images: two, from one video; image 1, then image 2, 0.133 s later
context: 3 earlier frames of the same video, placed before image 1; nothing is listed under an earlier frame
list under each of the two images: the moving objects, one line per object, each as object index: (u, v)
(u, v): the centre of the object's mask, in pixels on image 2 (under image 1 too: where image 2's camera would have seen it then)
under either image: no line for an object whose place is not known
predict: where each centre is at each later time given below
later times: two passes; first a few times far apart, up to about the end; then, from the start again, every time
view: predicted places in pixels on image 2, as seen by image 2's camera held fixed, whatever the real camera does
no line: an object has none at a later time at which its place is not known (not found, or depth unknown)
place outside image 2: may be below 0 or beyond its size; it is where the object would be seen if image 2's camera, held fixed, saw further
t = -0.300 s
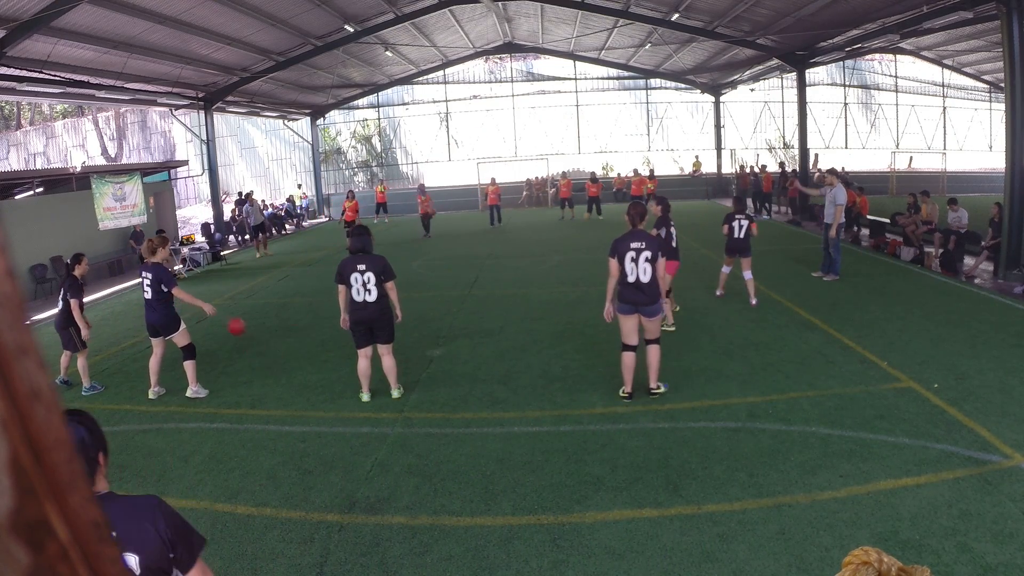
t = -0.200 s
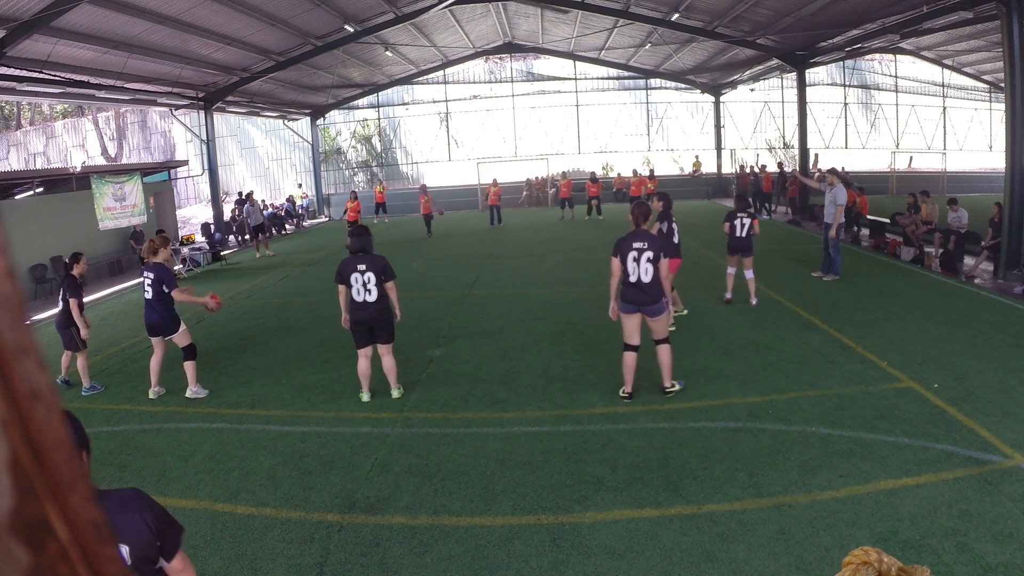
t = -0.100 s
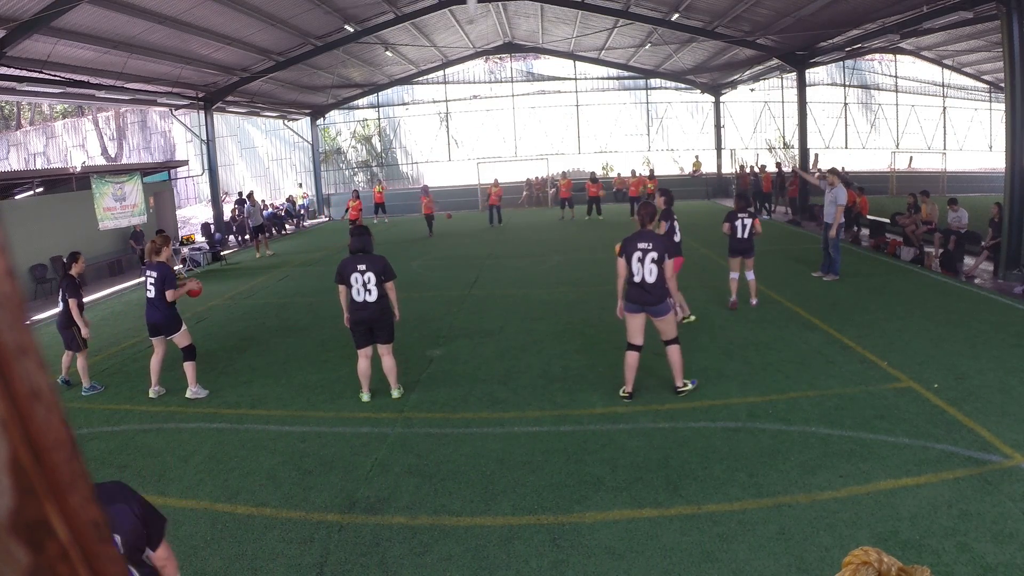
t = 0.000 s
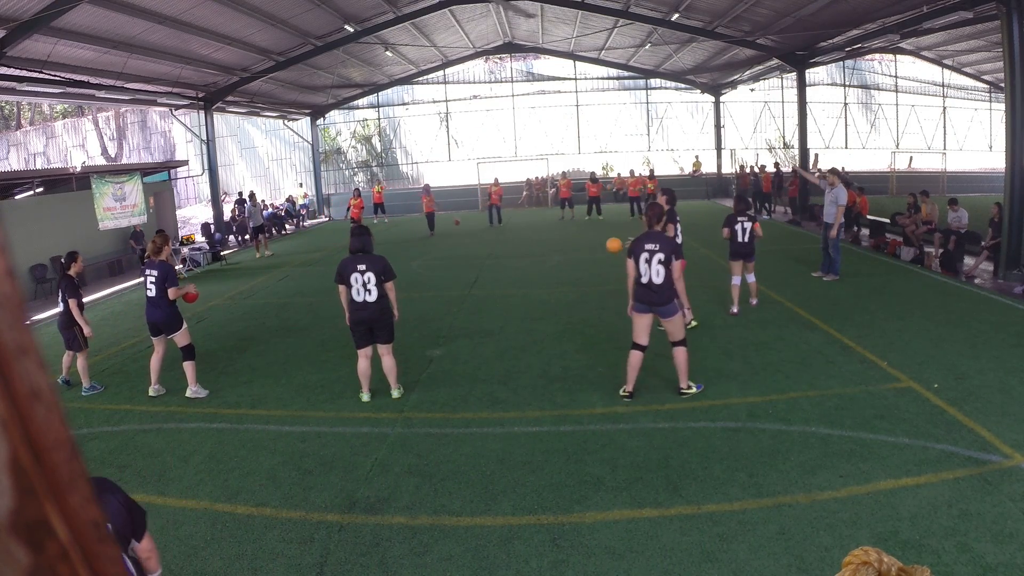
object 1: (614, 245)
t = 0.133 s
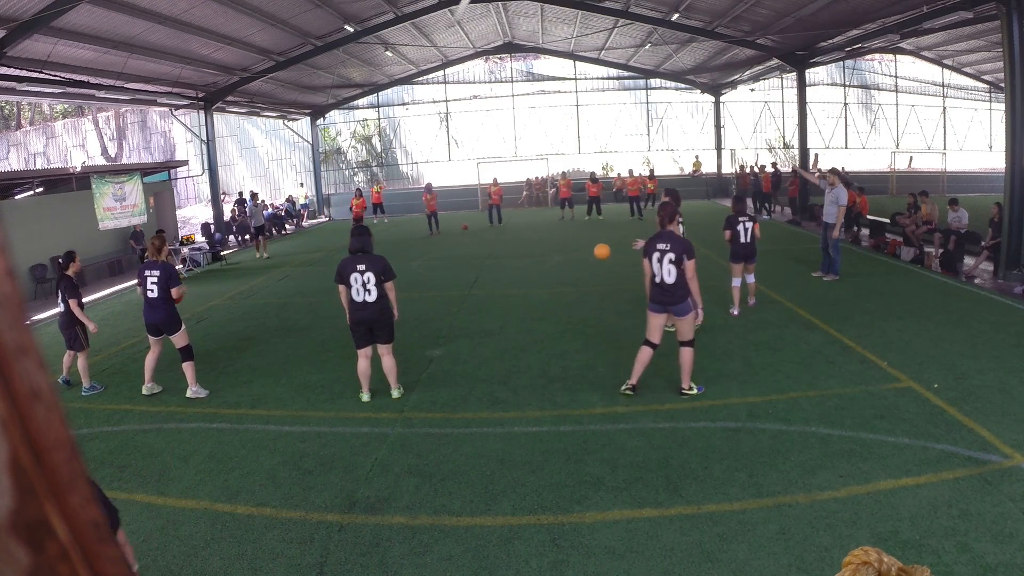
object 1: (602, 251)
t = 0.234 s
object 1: (593, 266)
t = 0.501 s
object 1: (569, 346)
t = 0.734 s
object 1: (550, 323)
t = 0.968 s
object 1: (532, 349)
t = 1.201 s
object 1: (513, 367)
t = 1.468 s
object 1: (489, 397)
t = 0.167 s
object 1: (599, 255)
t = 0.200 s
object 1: (596, 260)
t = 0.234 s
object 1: (593, 266)
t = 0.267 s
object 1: (590, 274)
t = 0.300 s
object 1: (587, 282)
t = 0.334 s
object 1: (584, 291)
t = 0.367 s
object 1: (581, 302)
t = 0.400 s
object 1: (578, 313)
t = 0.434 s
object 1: (575, 326)
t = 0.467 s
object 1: (572, 339)
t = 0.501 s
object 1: (569, 346)
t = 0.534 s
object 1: (566, 340)
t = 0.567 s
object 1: (564, 335)
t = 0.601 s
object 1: (561, 331)
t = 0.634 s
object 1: (558, 327)
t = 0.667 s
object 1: (556, 325)
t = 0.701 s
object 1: (553, 323)
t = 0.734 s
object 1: (550, 323)
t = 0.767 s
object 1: (548, 323)
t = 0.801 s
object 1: (545, 325)
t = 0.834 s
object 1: (543, 327)
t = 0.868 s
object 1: (540, 331)
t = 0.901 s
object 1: (537, 336)
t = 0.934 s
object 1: (535, 342)
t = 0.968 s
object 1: (532, 349)
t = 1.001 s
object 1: (530, 357)
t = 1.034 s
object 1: (528, 367)
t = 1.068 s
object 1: (525, 375)
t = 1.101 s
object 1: (522, 371)
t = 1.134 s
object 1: (519, 369)
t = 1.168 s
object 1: (516, 367)
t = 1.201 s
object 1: (513, 367)
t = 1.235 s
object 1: (510, 367)
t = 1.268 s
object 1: (507, 369)
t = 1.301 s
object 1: (504, 372)
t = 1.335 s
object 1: (501, 376)
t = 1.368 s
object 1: (498, 381)
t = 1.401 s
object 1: (495, 387)
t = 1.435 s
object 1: (493, 394)
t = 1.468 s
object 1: (489, 397)
